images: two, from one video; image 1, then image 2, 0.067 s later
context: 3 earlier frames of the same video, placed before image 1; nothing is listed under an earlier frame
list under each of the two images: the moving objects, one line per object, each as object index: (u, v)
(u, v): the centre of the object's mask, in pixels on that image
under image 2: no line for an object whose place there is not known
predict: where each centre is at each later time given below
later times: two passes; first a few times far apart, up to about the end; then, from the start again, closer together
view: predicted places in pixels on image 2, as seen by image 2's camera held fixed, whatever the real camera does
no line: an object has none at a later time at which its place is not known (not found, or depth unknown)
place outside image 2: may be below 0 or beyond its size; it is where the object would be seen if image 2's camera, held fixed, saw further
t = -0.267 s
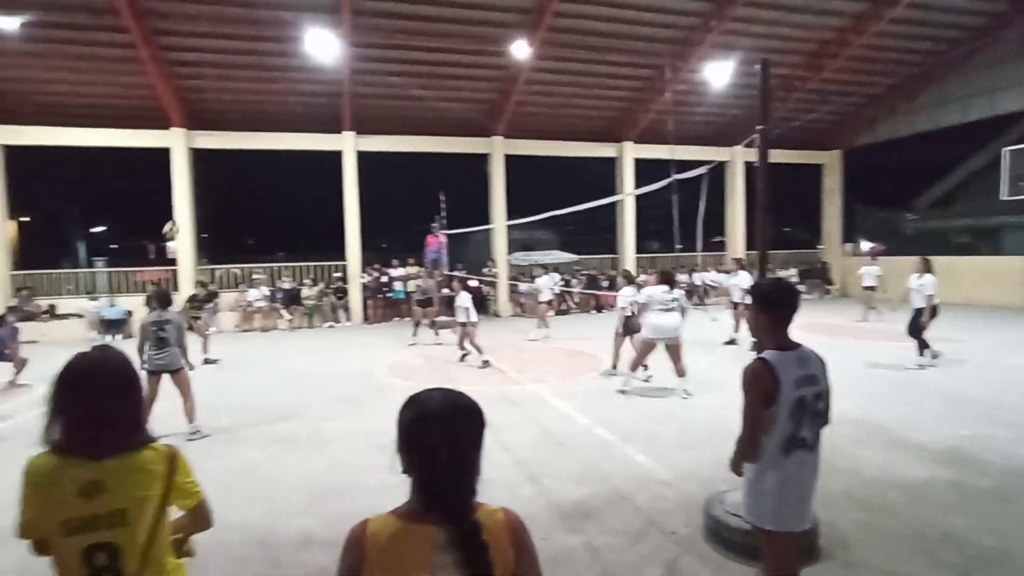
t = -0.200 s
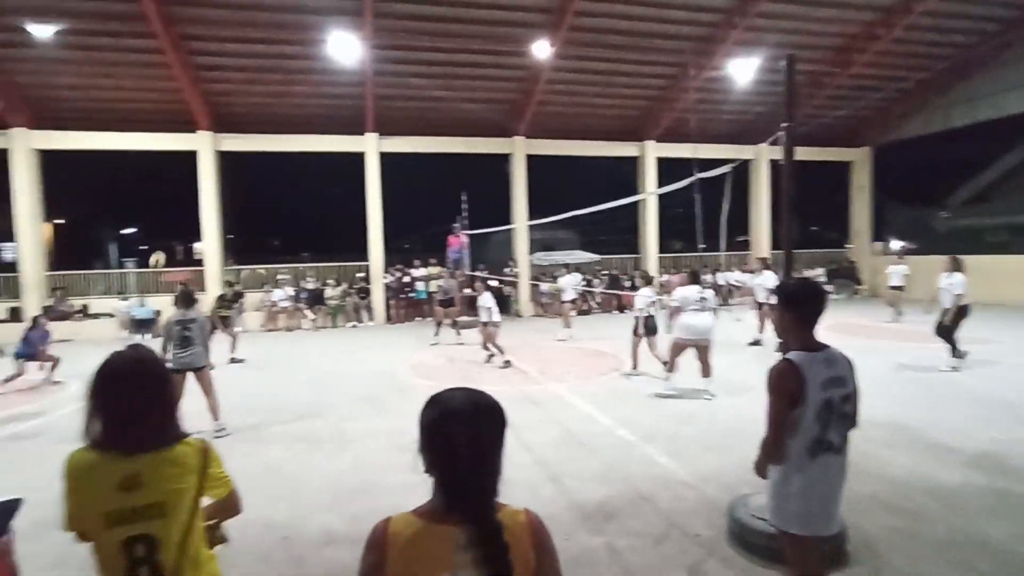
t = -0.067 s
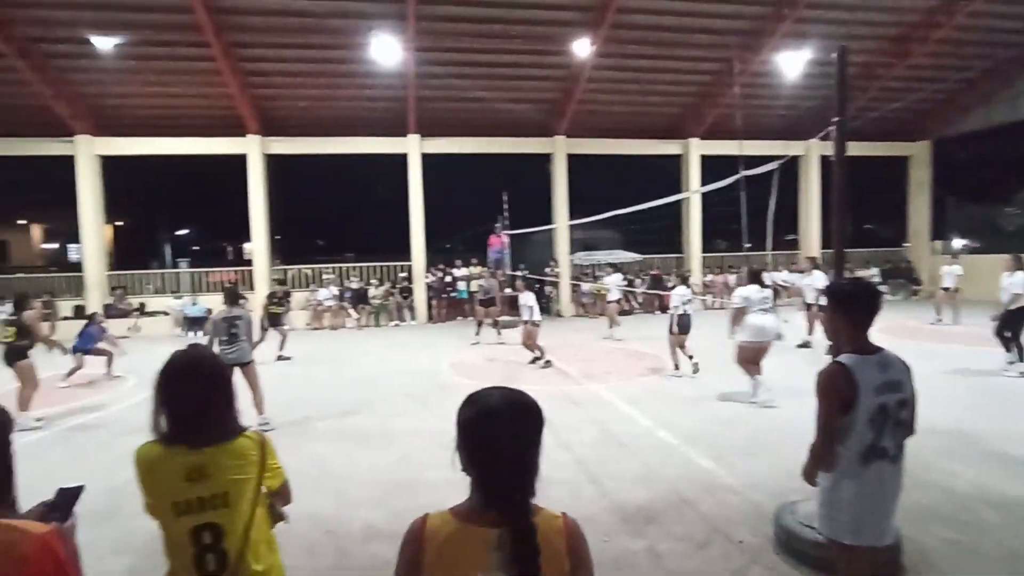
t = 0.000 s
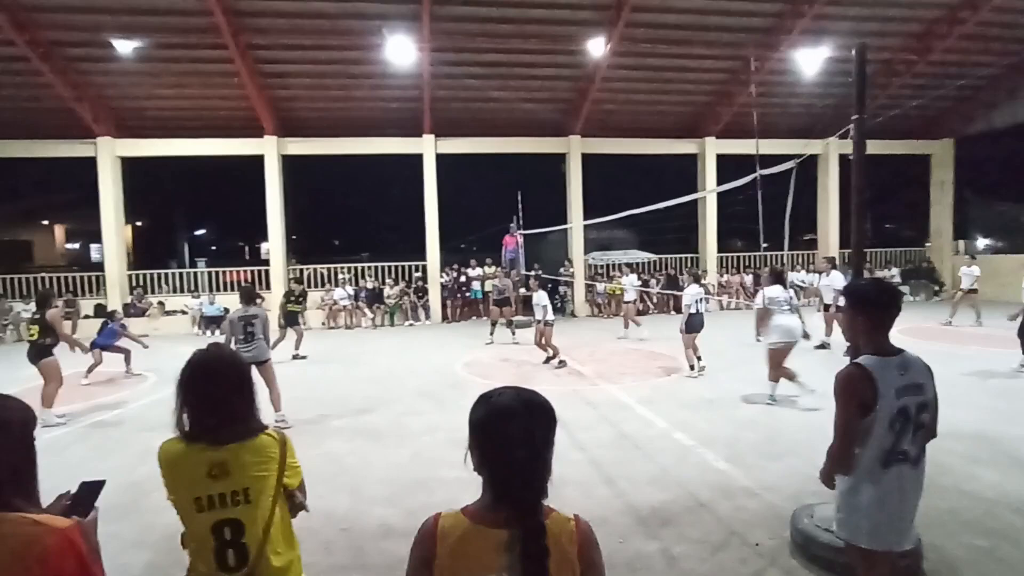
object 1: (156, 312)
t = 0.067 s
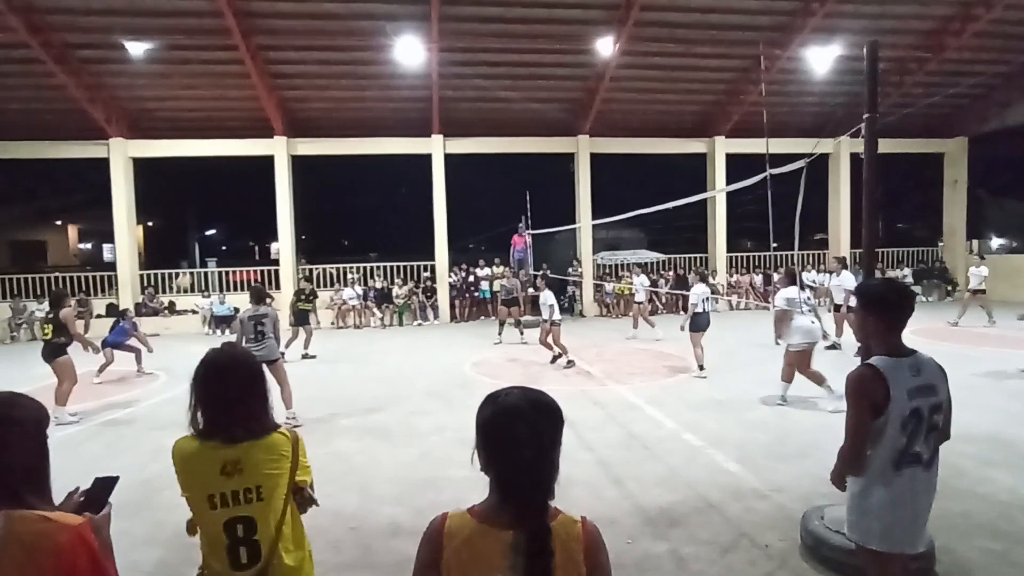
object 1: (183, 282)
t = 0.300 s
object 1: (245, 196)
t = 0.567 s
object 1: (312, 143)
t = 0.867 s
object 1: (381, 136)
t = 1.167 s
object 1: (445, 176)
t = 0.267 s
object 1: (237, 206)
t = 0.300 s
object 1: (245, 196)
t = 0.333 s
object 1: (254, 187)
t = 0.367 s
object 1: (263, 178)
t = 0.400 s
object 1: (269, 171)
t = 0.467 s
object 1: (289, 158)
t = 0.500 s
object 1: (296, 153)
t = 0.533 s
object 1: (304, 148)
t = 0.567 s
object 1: (312, 143)
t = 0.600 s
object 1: (321, 139)
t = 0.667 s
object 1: (336, 134)
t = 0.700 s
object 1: (344, 133)
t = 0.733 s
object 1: (351, 133)
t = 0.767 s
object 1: (359, 132)
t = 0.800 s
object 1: (367, 133)
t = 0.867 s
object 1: (381, 136)
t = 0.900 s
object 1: (389, 138)
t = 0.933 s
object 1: (396, 141)
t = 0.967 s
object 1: (403, 145)
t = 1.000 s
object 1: (410, 149)
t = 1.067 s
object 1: (424, 159)
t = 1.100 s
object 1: (430, 163)
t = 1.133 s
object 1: (437, 170)
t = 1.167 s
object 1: (445, 176)
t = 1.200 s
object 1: (451, 183)
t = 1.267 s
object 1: (464, 199)
